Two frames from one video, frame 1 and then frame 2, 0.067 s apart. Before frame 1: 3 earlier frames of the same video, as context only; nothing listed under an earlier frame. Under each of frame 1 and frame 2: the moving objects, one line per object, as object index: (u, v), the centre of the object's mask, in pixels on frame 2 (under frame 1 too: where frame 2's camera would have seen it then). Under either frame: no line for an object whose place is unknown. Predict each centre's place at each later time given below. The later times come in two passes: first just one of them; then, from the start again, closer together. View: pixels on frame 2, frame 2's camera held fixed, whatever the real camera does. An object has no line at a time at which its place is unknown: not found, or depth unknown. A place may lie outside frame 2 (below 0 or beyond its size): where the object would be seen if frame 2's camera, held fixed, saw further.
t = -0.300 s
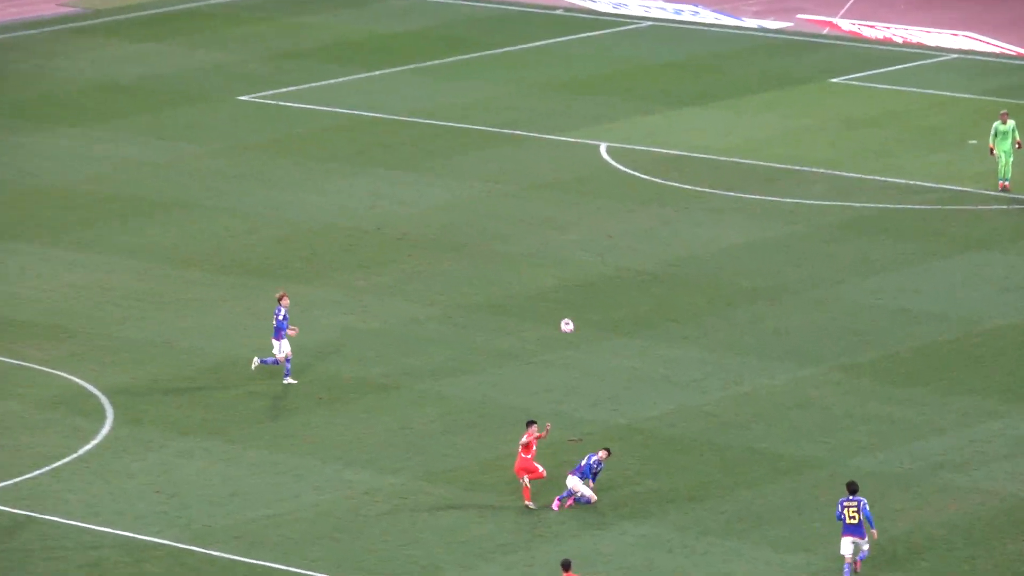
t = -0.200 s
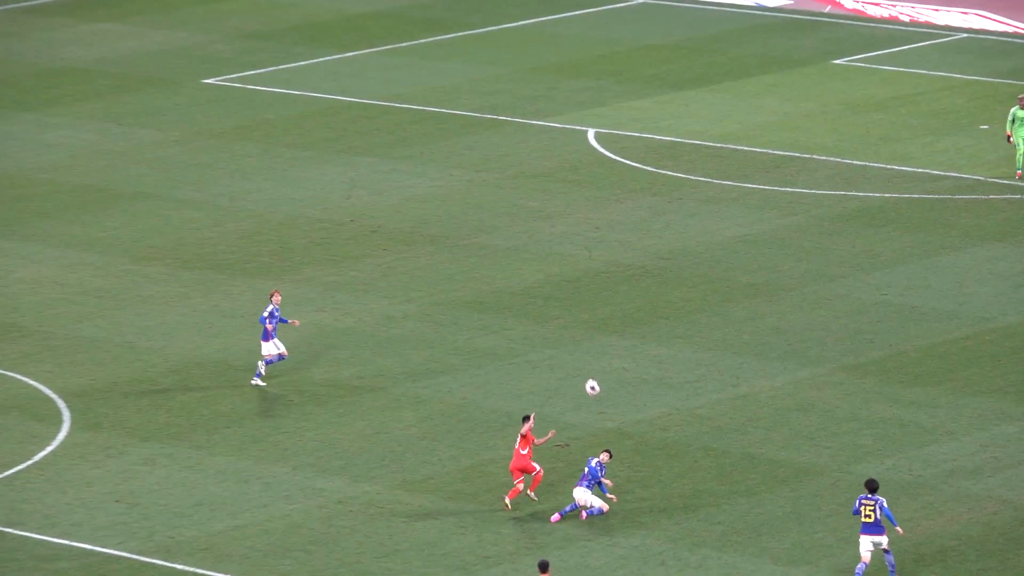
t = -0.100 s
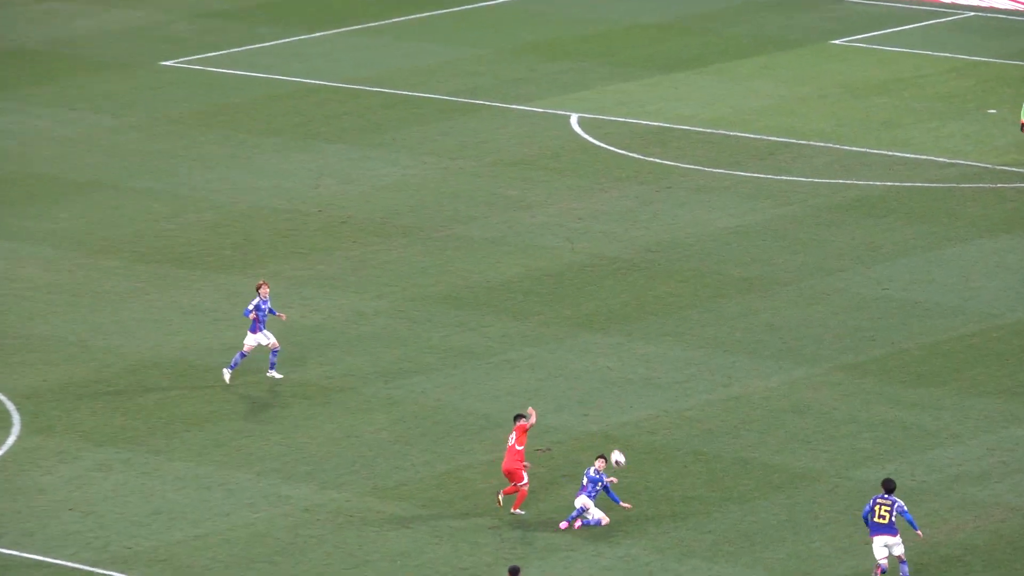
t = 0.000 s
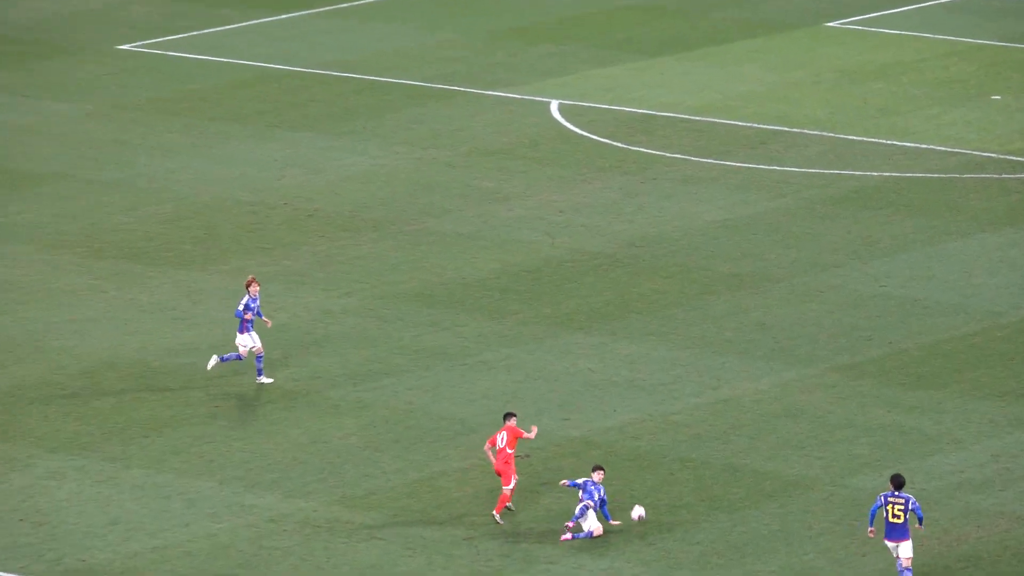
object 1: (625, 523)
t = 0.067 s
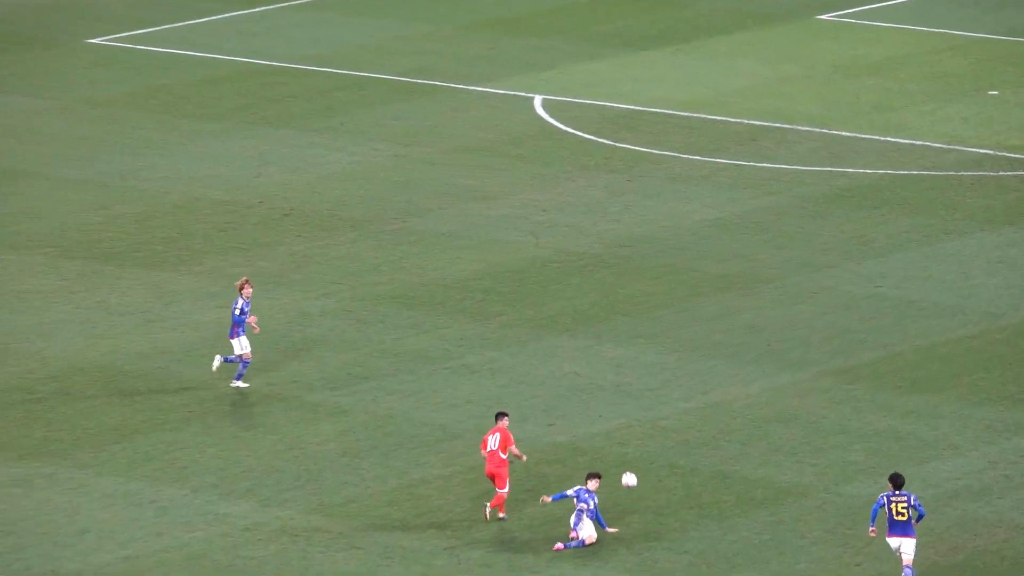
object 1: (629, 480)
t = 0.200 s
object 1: (639, 409)
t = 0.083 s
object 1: (631, 471)
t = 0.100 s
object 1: (633, 462)
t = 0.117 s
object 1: (634, 453)
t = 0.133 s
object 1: (634, 443)
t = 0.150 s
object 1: (635, 434)
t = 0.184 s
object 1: (638, 417)
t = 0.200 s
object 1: (639, 409)
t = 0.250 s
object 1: (643, 384)
